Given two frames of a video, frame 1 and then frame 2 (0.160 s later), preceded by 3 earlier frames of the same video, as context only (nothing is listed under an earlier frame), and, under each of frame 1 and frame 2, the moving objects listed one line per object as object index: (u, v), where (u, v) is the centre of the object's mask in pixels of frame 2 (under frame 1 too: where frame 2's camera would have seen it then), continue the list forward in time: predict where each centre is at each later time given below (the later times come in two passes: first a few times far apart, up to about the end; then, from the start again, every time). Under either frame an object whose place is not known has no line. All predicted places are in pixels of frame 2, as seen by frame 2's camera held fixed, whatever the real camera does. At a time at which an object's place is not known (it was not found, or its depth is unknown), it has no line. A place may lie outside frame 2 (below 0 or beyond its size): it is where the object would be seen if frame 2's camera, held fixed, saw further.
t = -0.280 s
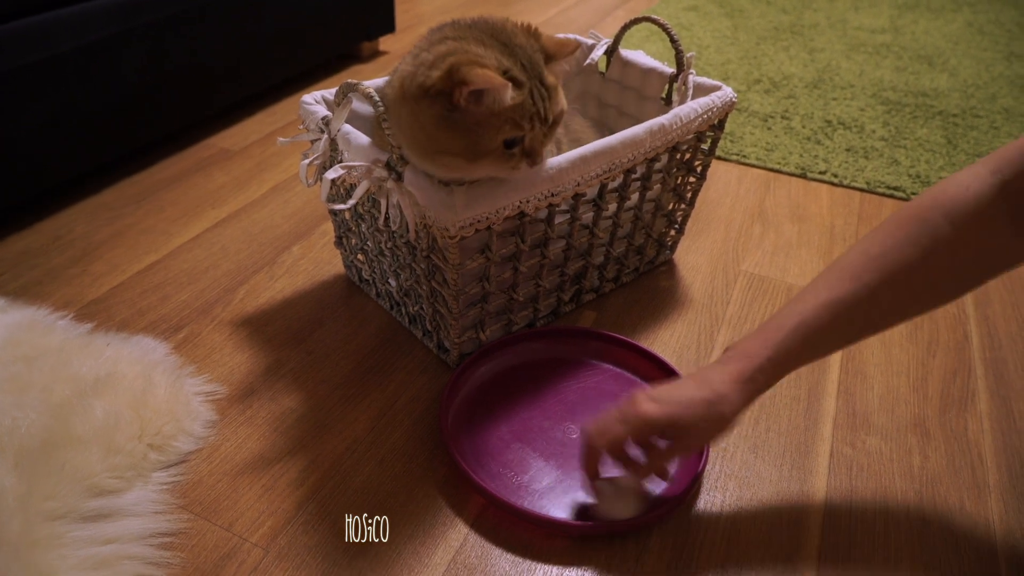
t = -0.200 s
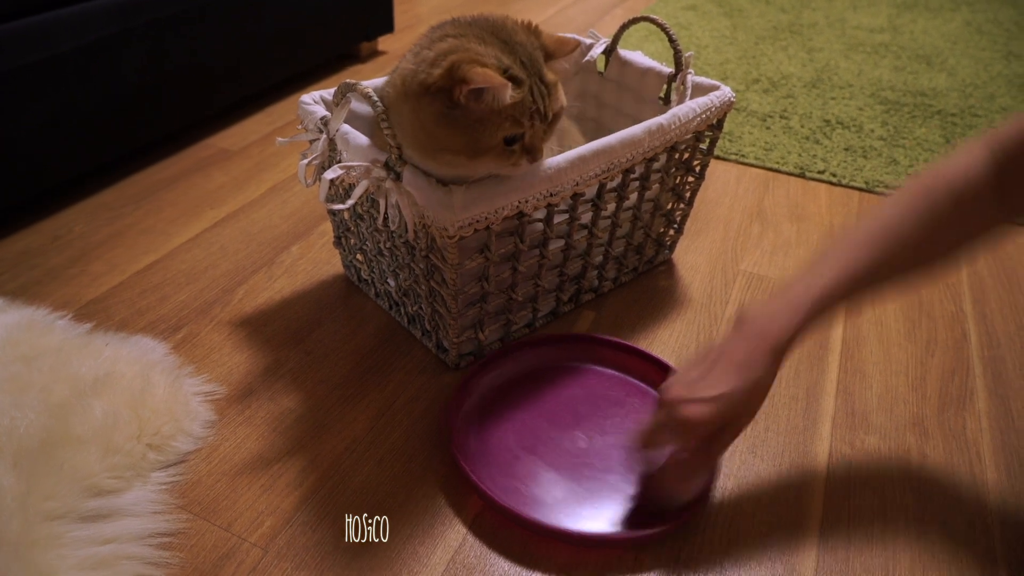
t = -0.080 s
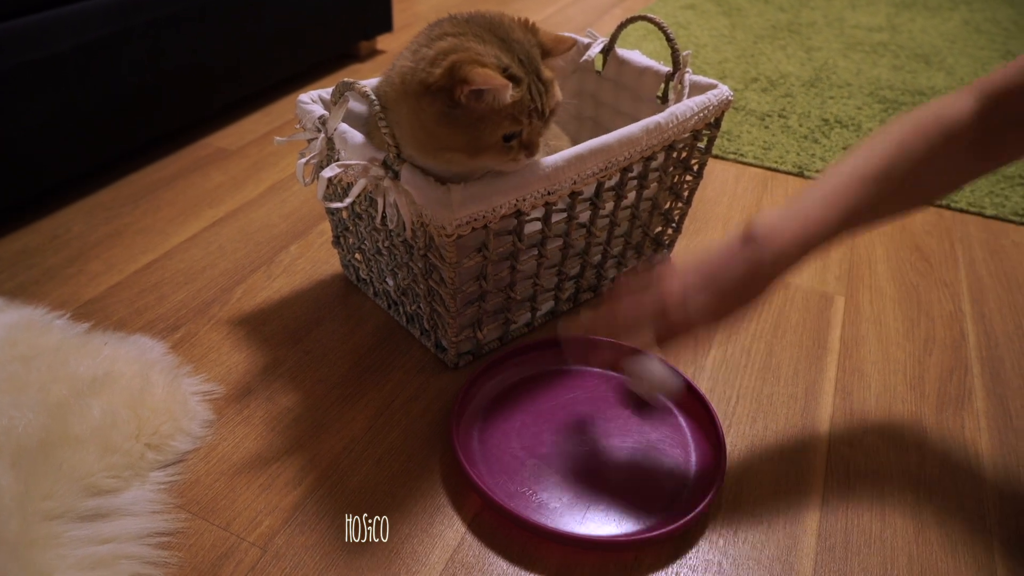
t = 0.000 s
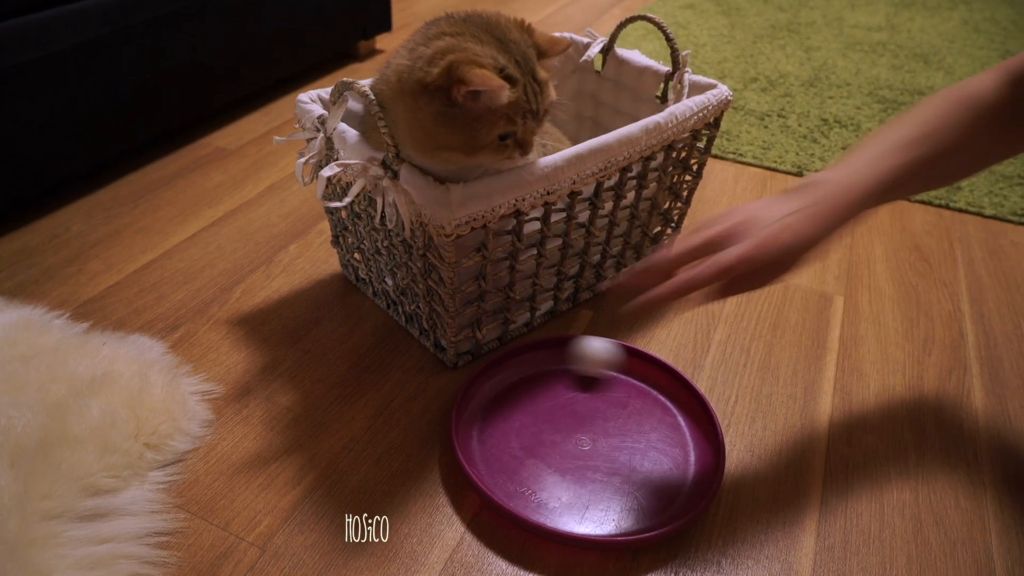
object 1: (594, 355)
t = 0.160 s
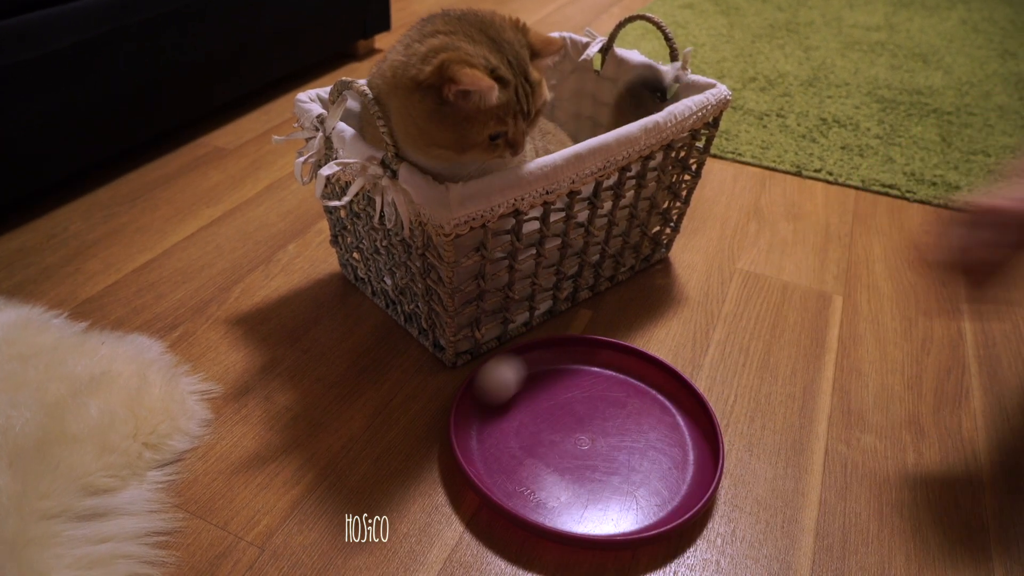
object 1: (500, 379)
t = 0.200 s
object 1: (487, 395)
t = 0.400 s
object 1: (506, 478)
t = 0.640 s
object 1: (643, 510)
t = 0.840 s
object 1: (694, 450)
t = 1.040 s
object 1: (668, 390)
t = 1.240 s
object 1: (607, 358)
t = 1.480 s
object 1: (519, 367)
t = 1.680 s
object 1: (479, 415)
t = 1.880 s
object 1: (496, 469)
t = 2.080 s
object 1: (555, 505)
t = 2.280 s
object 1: (628, 513)
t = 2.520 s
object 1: (688, 476)
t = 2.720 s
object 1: (693, 432)
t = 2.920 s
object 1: (677, 401)
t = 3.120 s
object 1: (653, 379)
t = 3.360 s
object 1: (615, 361)
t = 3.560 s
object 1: (576, 355)
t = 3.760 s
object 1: (537, 361)
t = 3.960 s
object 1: (502, 379)
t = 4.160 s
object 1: (483, 406)
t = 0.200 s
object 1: (487, 395)
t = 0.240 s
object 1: (479, 411)
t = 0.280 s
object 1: (477, 429)
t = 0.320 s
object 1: (481, 446)
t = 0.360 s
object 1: (491, 463)
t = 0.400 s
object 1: (506, 478)
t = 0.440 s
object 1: (524, 491)
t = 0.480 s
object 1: (544, 502)
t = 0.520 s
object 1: (569, 510)
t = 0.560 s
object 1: (595, 514)
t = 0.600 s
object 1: (620, 515)
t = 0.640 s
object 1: (643, 510)
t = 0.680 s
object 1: (660, 503)
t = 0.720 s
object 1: (675, 493)
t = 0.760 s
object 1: (686, 479)
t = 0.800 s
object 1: (692, 464)
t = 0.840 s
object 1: (694, 450)
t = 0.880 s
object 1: (693, 436)
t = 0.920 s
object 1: (690, 423)
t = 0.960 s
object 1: (684, 411)
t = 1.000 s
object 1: (677, 400)
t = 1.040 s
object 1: (668, 390)
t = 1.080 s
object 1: (658, 381)
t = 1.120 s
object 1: (646, 374)
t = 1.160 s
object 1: (634, 367)
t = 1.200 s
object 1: (620, 362)
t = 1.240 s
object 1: (607, 358)
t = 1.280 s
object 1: (592, 356)
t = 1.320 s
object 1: (577, 354)
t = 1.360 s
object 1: (561, 355)
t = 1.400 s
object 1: (546, 358)
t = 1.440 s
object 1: (532, 362)
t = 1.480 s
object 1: (519, 367)
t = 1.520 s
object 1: (507, 374)
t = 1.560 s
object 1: (496, 384)
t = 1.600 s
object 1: (488, 393)
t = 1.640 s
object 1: (482, 404)
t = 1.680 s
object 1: (479, 415)
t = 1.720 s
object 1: (478, 426)
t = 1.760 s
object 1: (479, 437)
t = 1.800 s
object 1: (483, 449)
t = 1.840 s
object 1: (490, 459)
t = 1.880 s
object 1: (496, 469)
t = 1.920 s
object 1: (505, 478)
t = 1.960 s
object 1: (515, 486)
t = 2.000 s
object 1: (526, 493)
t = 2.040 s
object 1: (540, 500)
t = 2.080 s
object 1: (555, 505)
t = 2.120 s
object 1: (568, 510)
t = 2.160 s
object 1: (584, 513)
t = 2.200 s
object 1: (599, 514)
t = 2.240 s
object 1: (613, 514)
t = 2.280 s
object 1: (628, 513)
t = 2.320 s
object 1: (642, 511)
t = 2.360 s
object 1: (655, 506)
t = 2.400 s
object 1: (666, 500)
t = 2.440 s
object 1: (674, 492)
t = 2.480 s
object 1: (683, 485)
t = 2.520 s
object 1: (688, 476)
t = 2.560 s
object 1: (691, 467)
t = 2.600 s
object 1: (693, 458)
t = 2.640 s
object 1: (695, 449)
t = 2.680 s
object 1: (695, 440)
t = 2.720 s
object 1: (693, 432)
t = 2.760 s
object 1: (691, 424)
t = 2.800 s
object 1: (688, 418)
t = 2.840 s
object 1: (685, 411)
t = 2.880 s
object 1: (681, 406)
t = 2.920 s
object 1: (677, 401)
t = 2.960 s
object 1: (673, 396)
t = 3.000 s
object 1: (669, 391)
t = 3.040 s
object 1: (664, 387)
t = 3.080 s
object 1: (658, 382)
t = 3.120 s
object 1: (653, 379)
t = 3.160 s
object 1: (647, 375)
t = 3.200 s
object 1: (641, 371)
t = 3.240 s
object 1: (635, 368)
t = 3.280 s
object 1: (629, 366)
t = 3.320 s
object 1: (622, 363)
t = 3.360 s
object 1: (615, 361)
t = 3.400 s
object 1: (609, 359)
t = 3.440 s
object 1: (601, 357)
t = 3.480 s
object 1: (593, 356)
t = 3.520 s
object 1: (584, 355)
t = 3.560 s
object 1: (576, 355)
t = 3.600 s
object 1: (567, 355)
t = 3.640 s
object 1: (559, 356)
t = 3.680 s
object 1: (551, 357)
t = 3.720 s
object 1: (544, 359)
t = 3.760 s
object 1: (537, 361)
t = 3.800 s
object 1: (529, 363)
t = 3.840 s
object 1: (521, 366)
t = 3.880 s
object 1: (514, 369)
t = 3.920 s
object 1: (509, 374)
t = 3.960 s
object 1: (502, 379)
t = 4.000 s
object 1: (497, 384)
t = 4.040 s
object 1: (491, 389)
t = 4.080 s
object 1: (487, 395)
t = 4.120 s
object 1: (485, 400)
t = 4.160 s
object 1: (483, 406)
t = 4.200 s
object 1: (481, 411)
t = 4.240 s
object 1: (480, 417)
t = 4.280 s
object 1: (478, 422)
